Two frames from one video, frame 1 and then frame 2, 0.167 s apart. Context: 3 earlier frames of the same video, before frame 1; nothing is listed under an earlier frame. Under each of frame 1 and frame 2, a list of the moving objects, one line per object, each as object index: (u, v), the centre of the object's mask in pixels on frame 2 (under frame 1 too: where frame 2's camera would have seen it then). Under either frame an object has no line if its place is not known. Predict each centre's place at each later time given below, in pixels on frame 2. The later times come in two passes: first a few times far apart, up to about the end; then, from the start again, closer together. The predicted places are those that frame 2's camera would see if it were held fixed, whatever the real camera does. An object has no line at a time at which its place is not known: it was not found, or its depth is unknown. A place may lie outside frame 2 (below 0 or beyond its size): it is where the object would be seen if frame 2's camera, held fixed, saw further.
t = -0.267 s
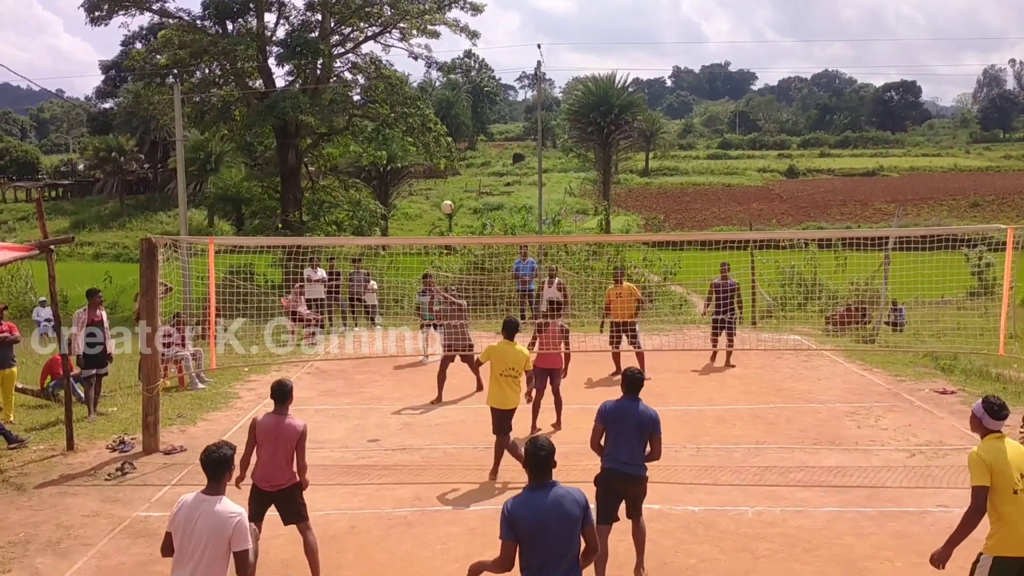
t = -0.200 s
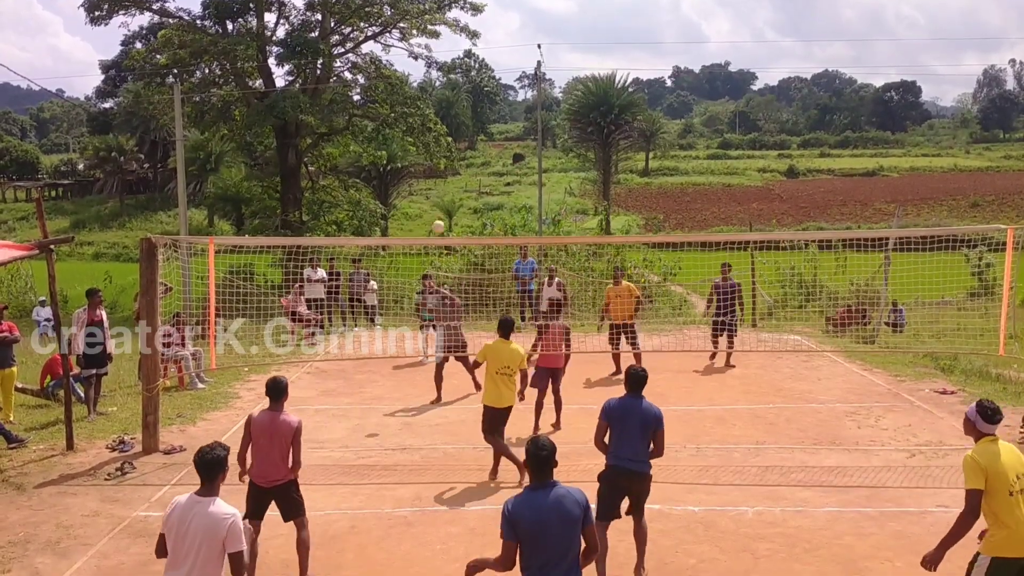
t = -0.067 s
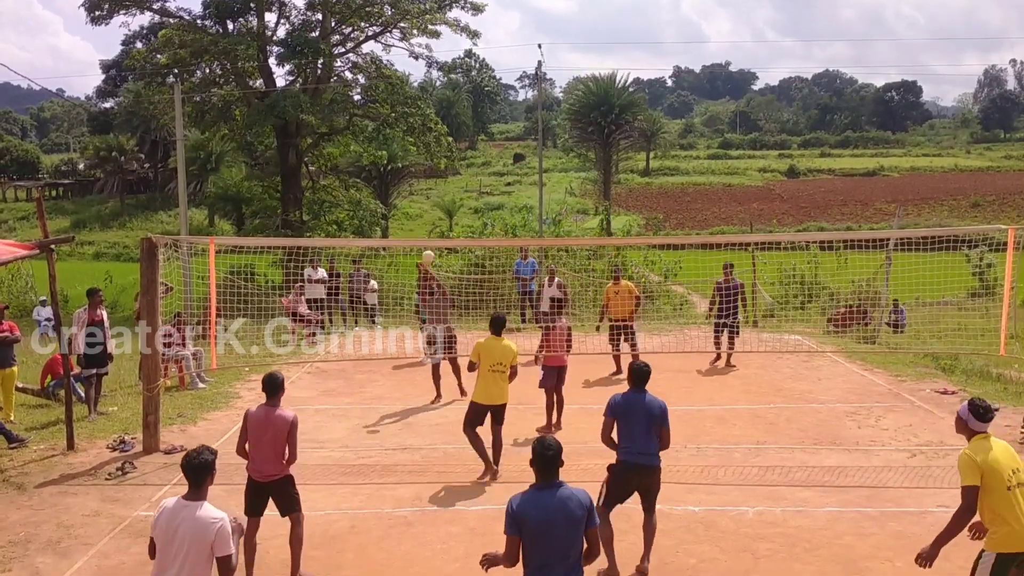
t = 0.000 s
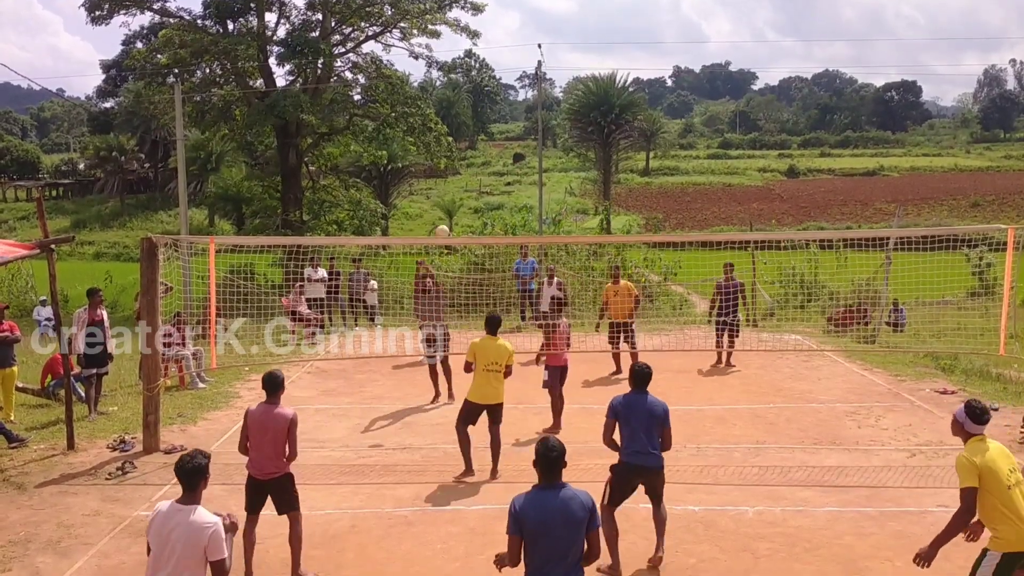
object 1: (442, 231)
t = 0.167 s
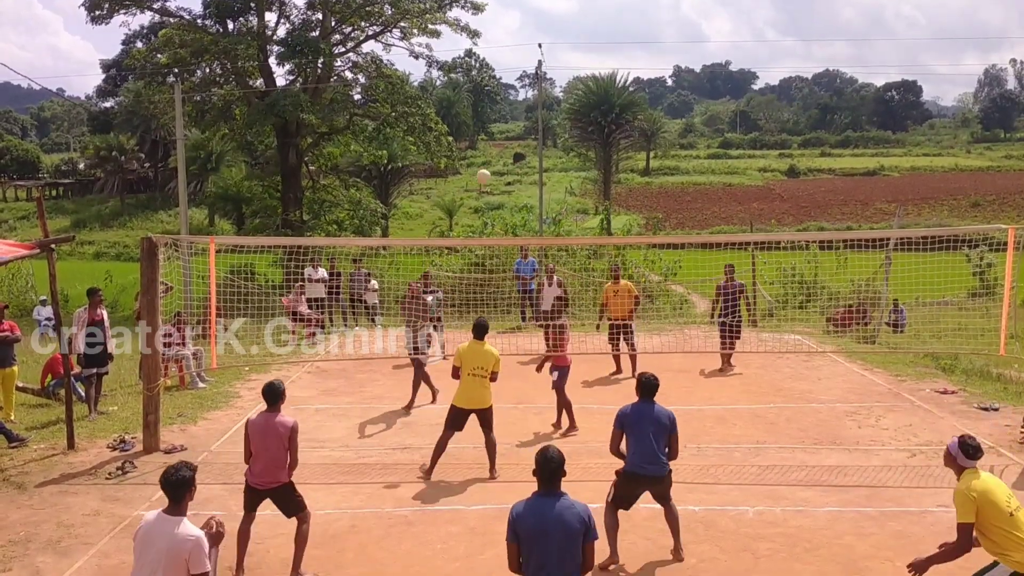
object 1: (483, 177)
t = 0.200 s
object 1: (493, 168)
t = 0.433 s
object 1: (569, 124)
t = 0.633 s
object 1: (657, 126)
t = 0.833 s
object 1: (776, 189)
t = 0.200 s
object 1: (493, 168)
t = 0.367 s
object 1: (545, 132)
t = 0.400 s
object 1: (557, 127)
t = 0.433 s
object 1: (569, 124)
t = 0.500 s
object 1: (596, 120)
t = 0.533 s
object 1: (610, 119)
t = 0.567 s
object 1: (625, 120)
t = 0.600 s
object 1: (641, 123)
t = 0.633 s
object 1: (657, 126)
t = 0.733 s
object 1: (712, 148)
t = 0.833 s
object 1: (776, 189)
